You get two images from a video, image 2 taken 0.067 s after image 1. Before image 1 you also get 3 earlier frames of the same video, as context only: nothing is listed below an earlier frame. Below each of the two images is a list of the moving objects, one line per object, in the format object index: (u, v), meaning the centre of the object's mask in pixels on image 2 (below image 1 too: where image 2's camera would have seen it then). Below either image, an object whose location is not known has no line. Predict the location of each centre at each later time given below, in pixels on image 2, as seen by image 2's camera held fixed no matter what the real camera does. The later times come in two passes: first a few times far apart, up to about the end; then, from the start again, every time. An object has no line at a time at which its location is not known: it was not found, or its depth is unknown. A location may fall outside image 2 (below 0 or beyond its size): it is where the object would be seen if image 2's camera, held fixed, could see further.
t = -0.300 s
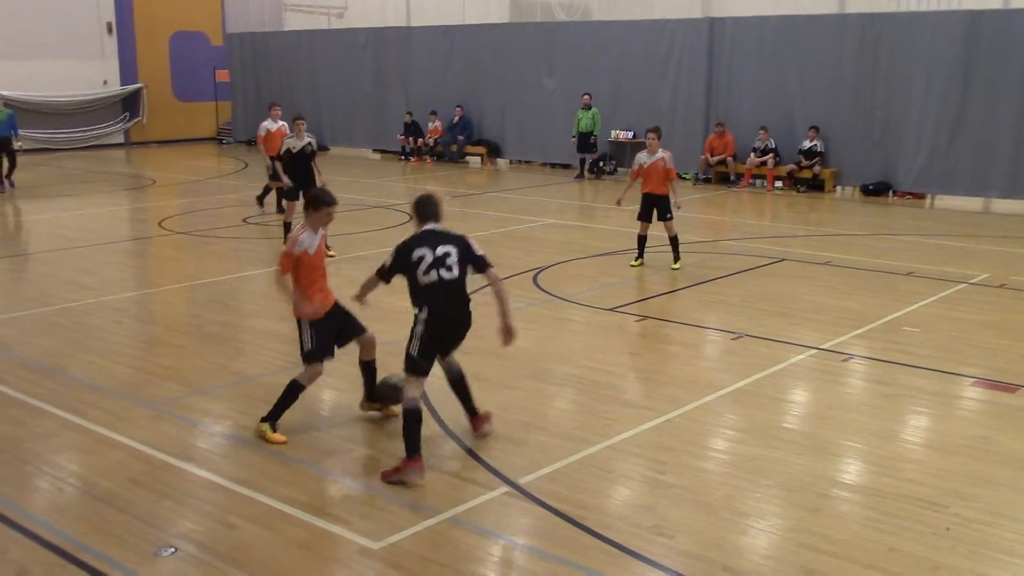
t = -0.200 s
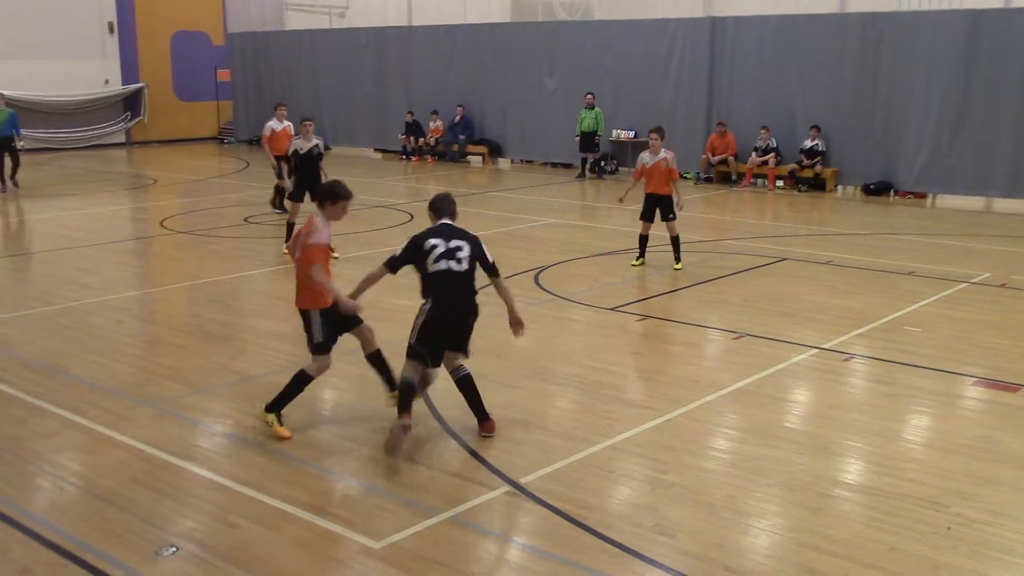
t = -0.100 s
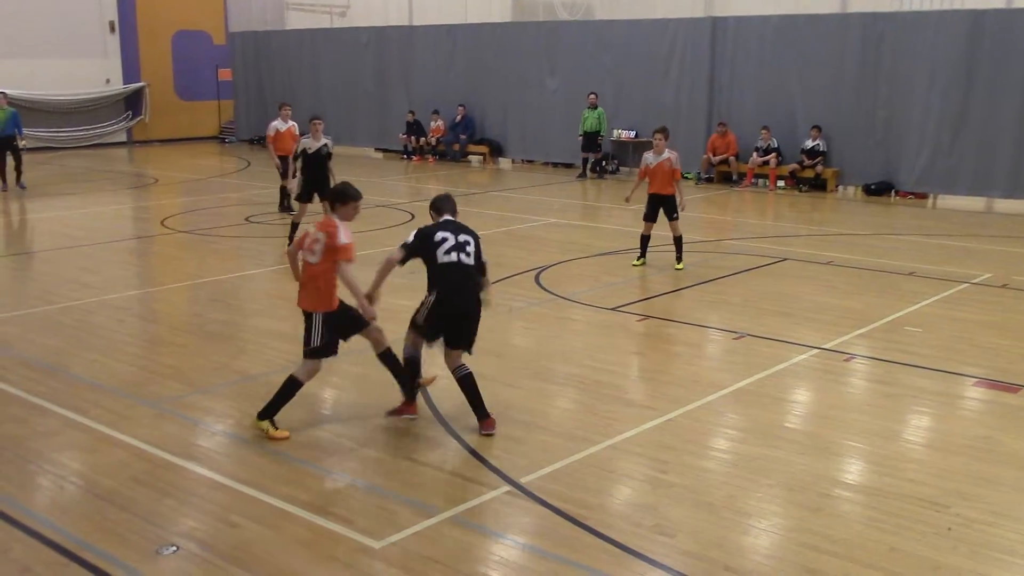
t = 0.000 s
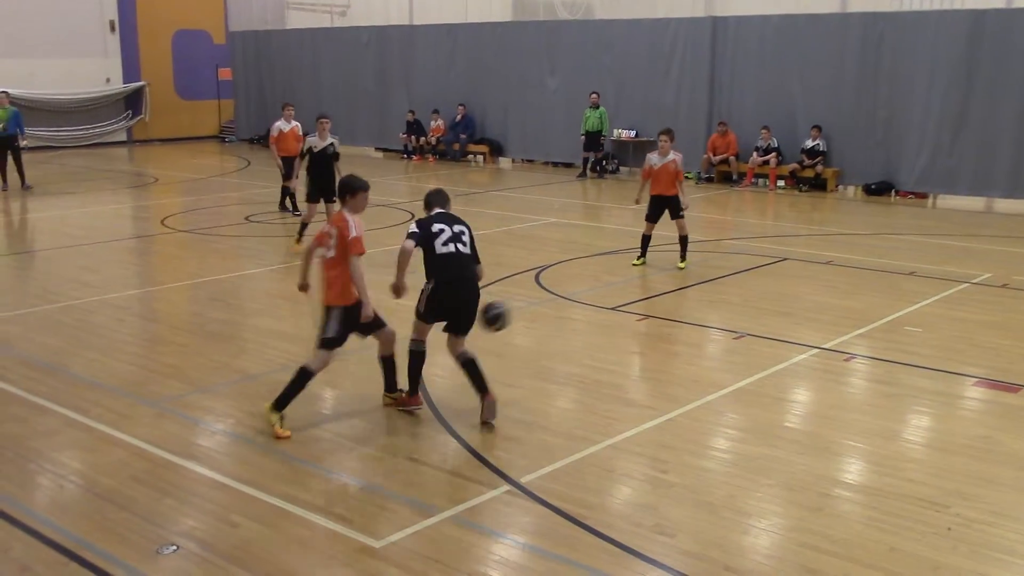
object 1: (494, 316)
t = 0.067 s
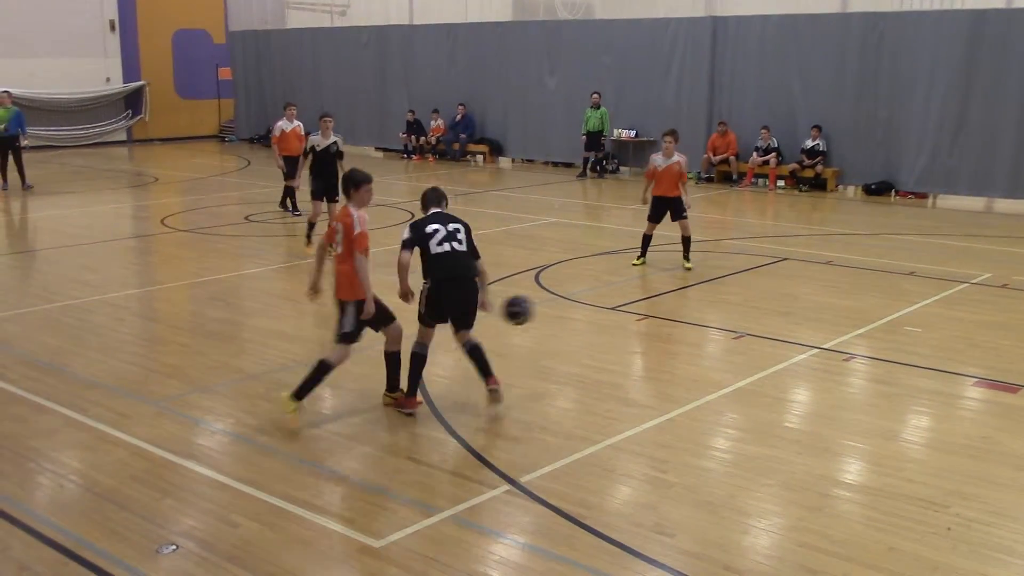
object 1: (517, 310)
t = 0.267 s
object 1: (584, 327)
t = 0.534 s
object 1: (656, 348)
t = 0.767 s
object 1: (704, 355)
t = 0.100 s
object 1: (529, 309)
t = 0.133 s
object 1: (540, 310)
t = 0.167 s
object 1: (552, 312)
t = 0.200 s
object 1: (562, 316)
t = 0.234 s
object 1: (573, 321)
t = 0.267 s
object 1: (584, 327)
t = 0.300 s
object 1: (594, 335)
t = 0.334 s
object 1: (604, 344)
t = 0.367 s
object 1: (614, 355)
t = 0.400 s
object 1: (624, 367)
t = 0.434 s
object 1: (633, 364)
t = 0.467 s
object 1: (641, 357)
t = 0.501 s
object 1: (649, 352)
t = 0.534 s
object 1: (656, 348)
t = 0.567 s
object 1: (663, 345)
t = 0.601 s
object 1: (670, 344)
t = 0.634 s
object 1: (677, 343)
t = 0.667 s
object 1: (684, 344)
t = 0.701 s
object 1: (691, 347)
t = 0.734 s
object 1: (697, 351)
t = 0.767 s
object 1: (704, 355)
